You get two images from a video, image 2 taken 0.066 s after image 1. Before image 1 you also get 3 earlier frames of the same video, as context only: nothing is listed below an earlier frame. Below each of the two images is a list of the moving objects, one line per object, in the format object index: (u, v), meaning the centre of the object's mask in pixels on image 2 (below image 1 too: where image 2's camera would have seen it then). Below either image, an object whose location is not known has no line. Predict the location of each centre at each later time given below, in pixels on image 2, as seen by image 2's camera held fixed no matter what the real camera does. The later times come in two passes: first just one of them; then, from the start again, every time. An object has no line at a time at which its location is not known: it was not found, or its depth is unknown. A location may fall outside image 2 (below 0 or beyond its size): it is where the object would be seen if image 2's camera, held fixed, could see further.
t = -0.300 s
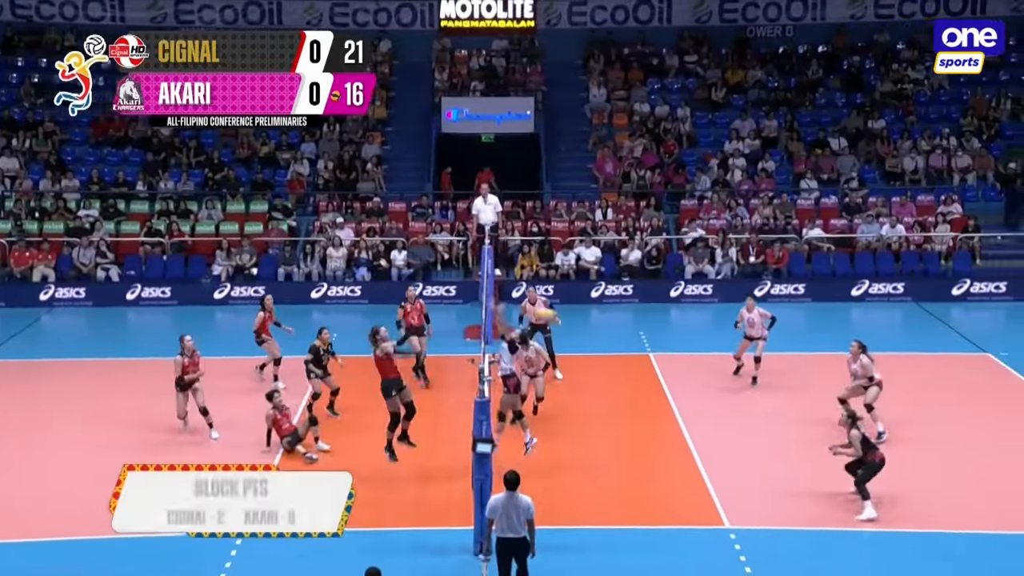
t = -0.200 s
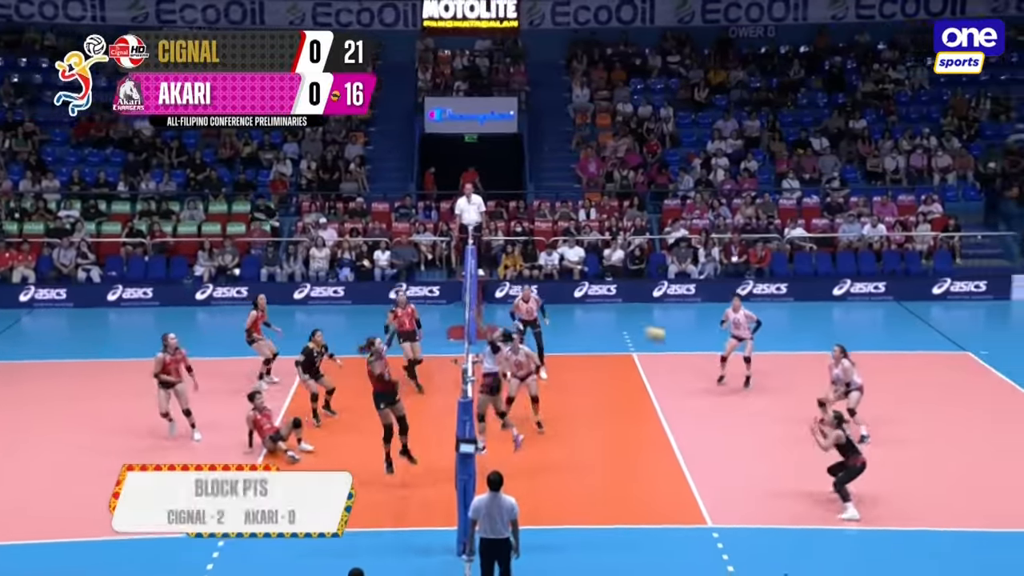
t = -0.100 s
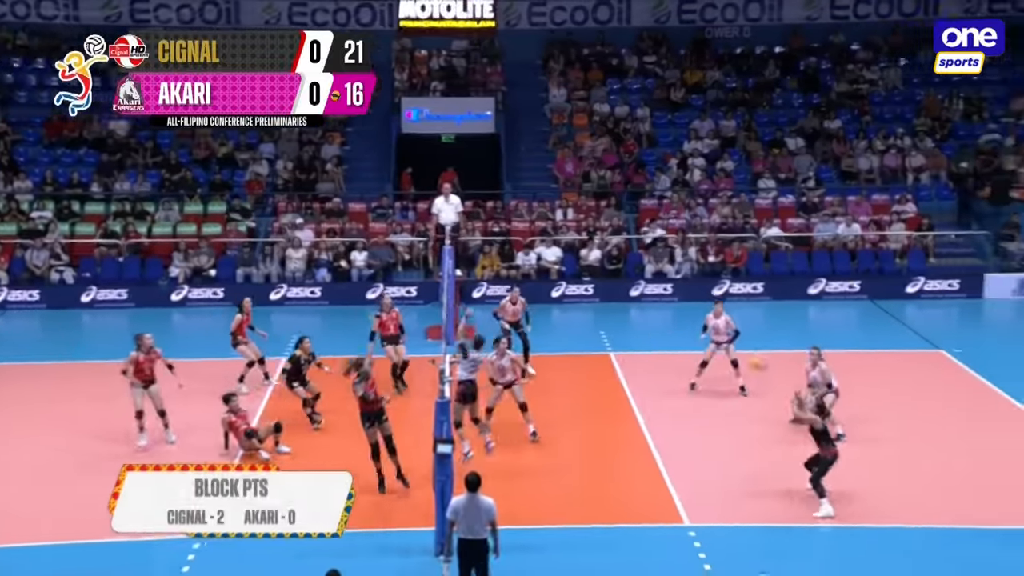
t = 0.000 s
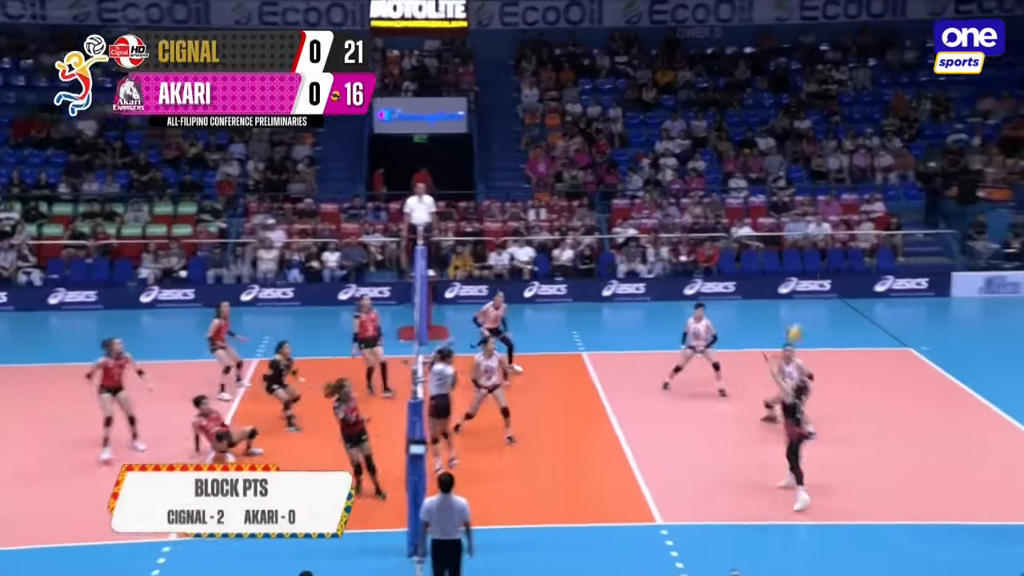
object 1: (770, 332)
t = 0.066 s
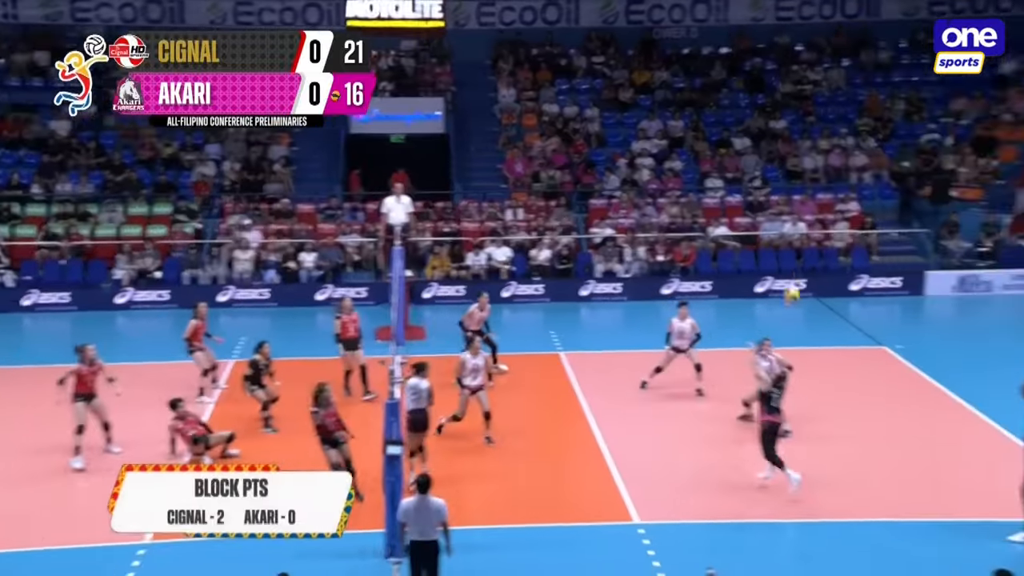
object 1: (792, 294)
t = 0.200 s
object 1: (837, 227)
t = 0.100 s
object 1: (803, 277)
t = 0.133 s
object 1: (814, 259)
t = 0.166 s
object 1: (825, 244)
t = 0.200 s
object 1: (837, 227)
